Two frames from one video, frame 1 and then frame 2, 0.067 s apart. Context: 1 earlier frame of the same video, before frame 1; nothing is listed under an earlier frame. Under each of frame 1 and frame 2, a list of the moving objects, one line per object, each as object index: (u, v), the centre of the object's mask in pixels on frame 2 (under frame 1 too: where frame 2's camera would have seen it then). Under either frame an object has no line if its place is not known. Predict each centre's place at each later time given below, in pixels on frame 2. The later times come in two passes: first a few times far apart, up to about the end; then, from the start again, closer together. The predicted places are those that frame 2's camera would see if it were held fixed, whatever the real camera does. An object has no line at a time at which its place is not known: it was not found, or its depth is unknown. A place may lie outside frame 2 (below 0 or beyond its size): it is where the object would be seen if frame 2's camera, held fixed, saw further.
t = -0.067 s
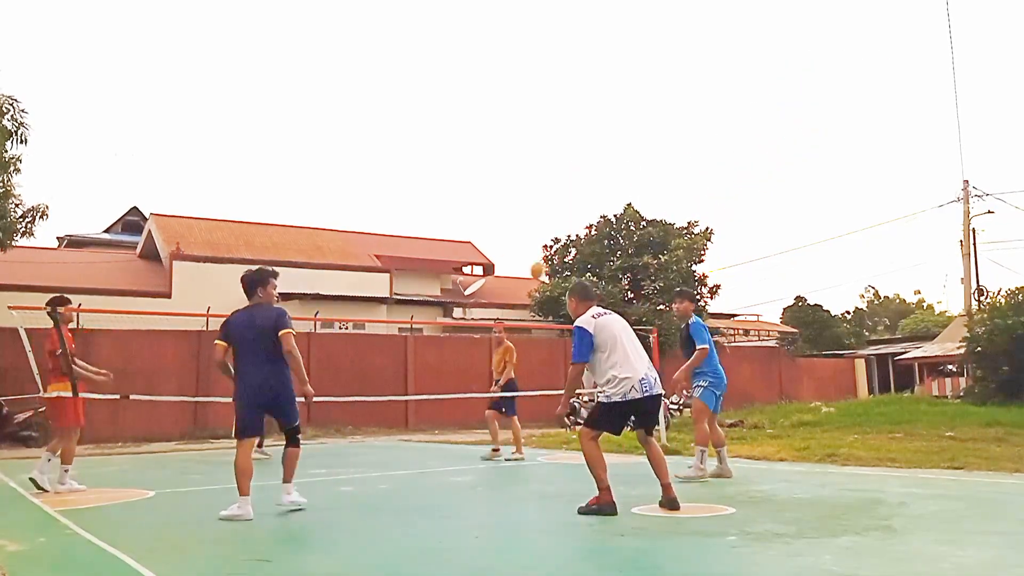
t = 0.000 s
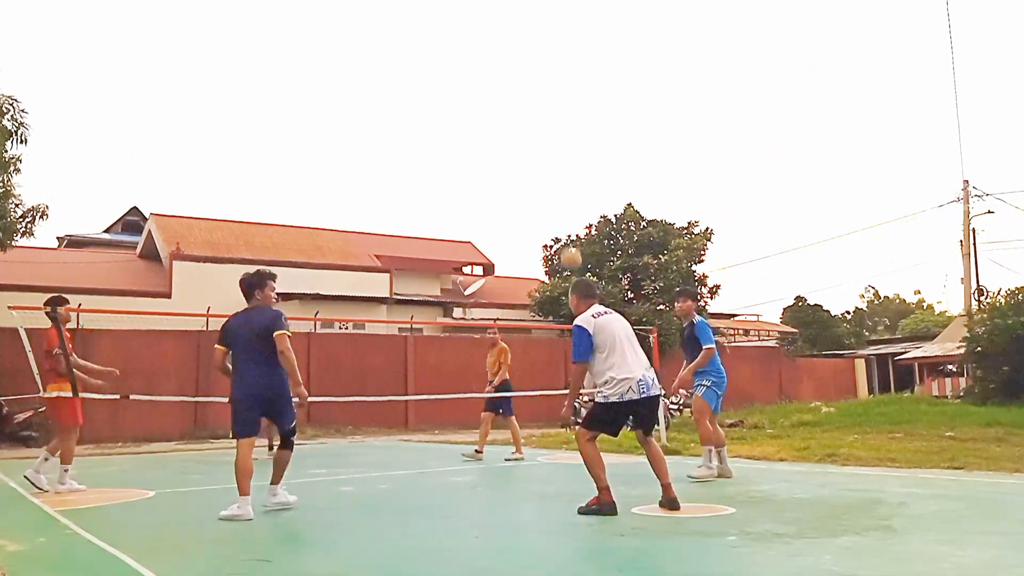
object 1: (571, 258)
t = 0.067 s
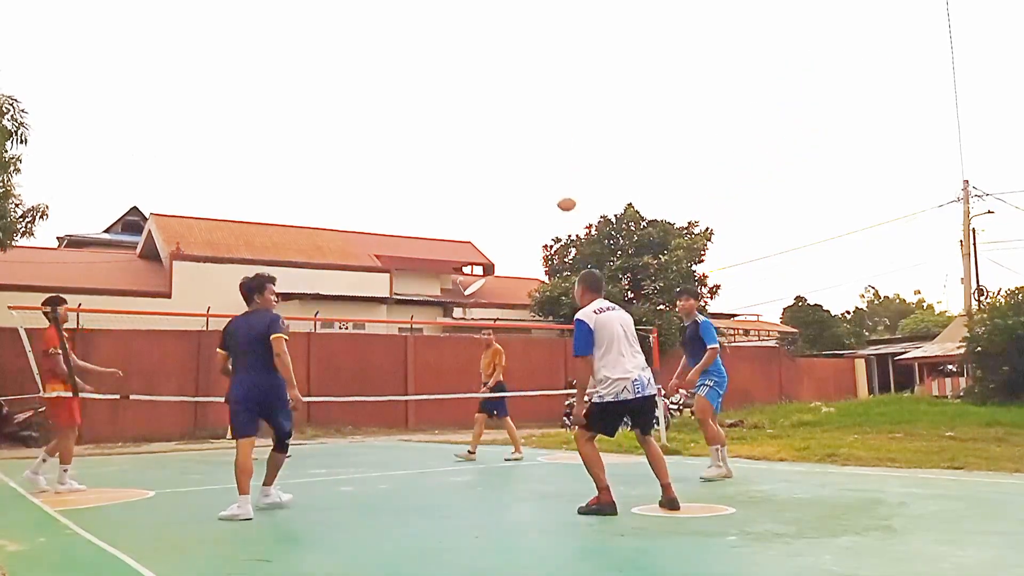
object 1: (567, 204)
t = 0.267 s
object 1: (556, 88)
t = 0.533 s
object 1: (547, 26)
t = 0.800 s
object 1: (543, 54)
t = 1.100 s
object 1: (540, 179)
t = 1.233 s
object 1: (540, 264)
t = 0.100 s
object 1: (564, 181)
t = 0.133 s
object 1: (563, 158)
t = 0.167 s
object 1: (561, 138)
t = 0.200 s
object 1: (559, 120)
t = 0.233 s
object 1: (558, 103)
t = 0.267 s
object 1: (556, 88)
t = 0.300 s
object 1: (555, 75)
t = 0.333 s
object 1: (554, 64)
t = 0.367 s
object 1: (552, 54)
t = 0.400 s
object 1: (551, 45)
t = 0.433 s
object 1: (550, 38)
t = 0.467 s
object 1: (549, 33)
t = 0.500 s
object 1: (548, 29)
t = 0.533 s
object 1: (547, 26)
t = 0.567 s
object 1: (547, 25)
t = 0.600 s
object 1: (546, 25)
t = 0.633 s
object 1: (545, 27)
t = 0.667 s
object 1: (545, 30)
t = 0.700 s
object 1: (544, 34)
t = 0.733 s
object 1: (544, 39)
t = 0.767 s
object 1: (543, 46)
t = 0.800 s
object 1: (543, 54)
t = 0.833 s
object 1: (542, 63)
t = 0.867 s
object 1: (542, 73)
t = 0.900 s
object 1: (542, 85)
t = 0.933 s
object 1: (541, 98)
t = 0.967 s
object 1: (541, 112)
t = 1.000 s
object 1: (541, 127)
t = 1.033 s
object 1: (541, 143)
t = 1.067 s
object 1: (540, 161)
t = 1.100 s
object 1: (540, 179)
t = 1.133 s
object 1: (540, 199)
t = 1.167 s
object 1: (540, 220)
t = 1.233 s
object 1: (540, 264)
